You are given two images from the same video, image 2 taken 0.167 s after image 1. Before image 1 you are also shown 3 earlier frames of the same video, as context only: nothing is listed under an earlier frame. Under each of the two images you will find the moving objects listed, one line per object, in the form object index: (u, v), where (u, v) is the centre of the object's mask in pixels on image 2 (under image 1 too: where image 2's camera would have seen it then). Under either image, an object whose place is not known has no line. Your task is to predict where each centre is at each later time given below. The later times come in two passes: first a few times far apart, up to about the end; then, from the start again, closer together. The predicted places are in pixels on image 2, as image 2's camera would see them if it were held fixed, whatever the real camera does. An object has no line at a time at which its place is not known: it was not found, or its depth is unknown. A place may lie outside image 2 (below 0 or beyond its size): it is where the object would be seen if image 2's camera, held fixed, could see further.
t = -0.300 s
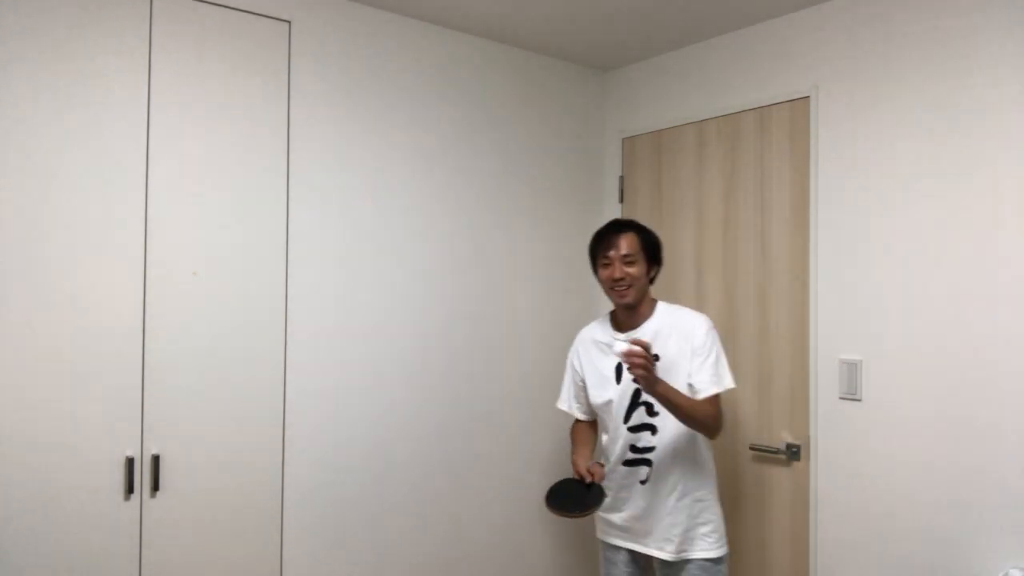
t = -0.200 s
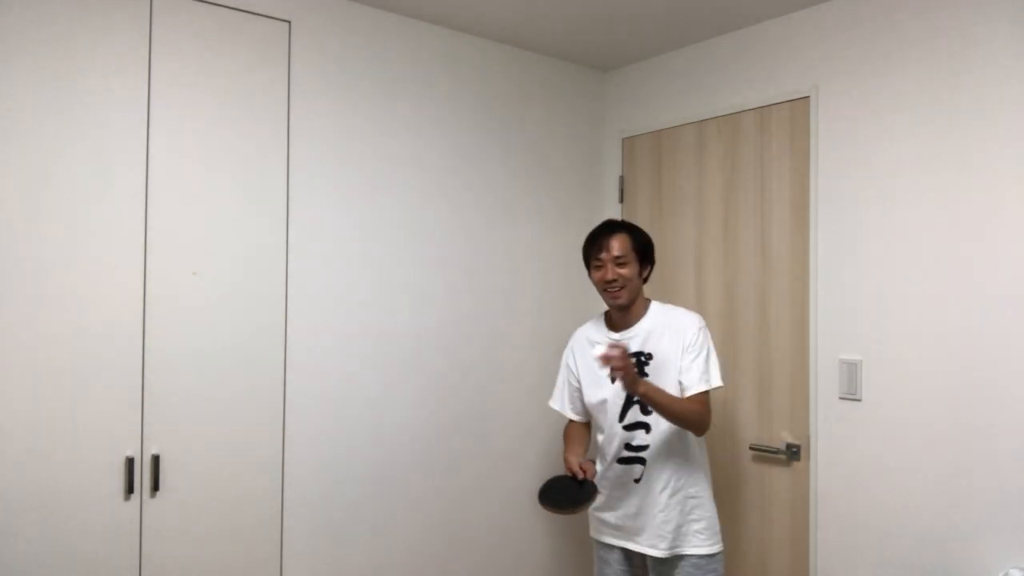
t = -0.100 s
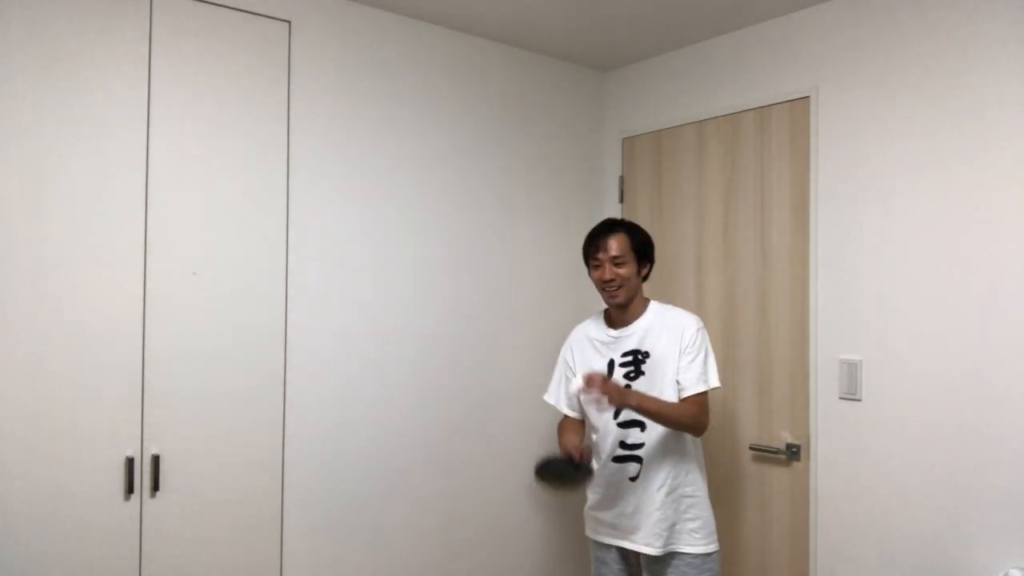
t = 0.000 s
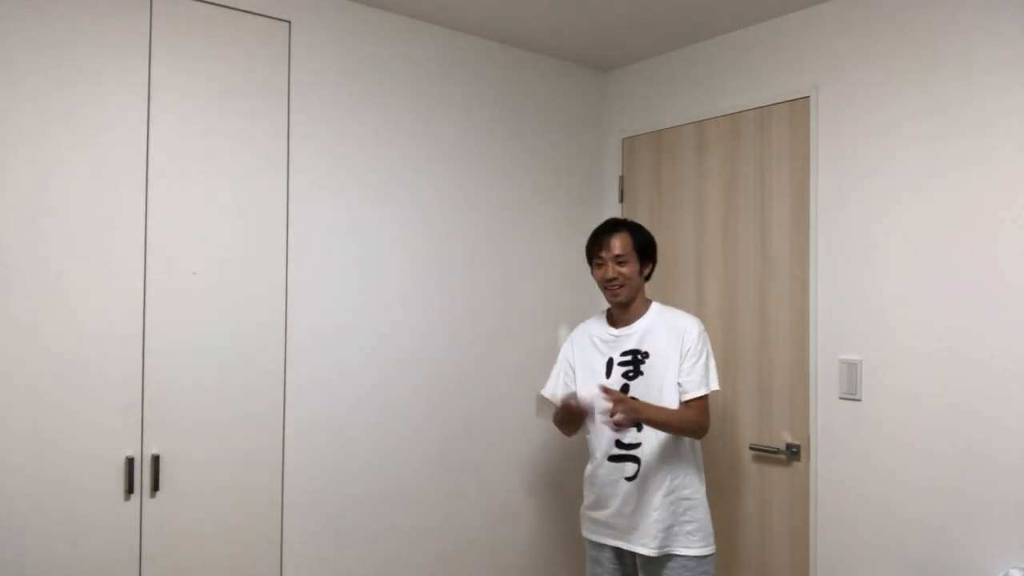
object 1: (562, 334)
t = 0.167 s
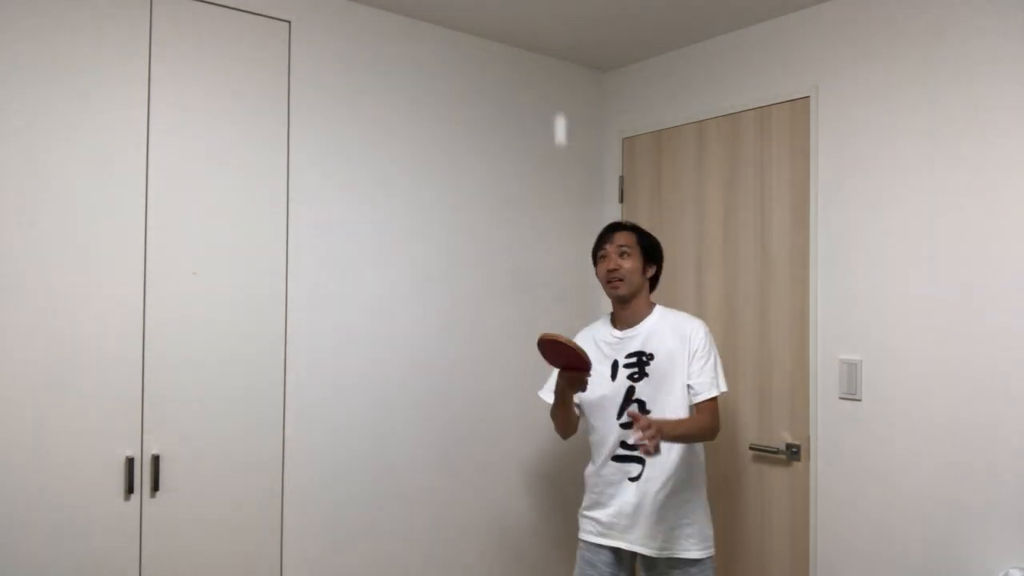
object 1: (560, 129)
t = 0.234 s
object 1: (559, 78)
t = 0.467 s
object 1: (551, 40)
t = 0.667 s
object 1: (543, 150)
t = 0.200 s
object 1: (559, 102)
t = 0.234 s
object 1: (559, 78)
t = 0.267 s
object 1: (558, 61)
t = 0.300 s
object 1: (557, 47)
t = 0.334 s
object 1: (555, 38)
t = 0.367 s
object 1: (554, 33)
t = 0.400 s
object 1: (553, 32)
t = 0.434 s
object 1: (552, 34)
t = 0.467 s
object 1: (551, 40)
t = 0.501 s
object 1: (550, 51)
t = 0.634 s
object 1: (544, 125)
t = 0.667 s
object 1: (543, 150)
